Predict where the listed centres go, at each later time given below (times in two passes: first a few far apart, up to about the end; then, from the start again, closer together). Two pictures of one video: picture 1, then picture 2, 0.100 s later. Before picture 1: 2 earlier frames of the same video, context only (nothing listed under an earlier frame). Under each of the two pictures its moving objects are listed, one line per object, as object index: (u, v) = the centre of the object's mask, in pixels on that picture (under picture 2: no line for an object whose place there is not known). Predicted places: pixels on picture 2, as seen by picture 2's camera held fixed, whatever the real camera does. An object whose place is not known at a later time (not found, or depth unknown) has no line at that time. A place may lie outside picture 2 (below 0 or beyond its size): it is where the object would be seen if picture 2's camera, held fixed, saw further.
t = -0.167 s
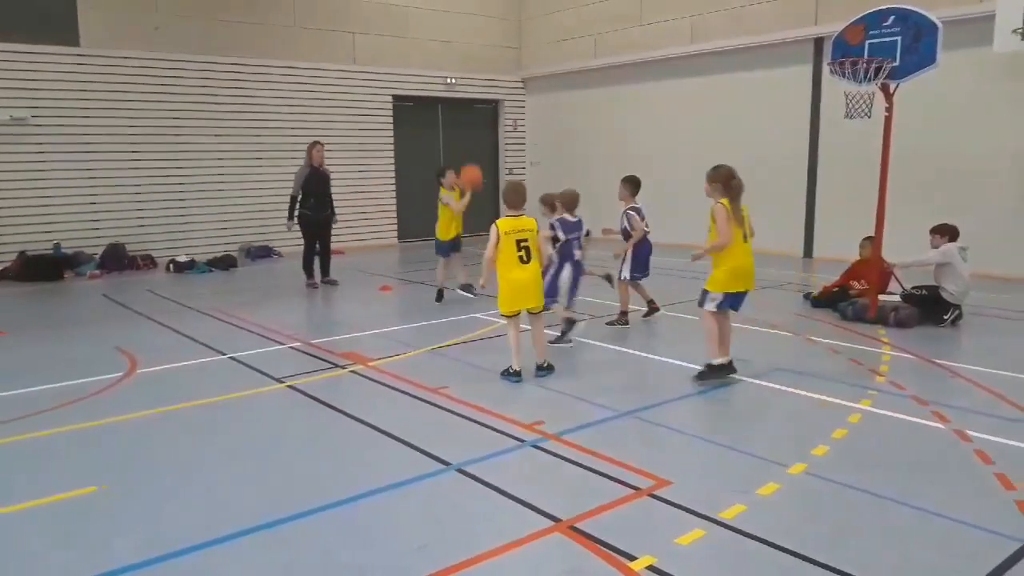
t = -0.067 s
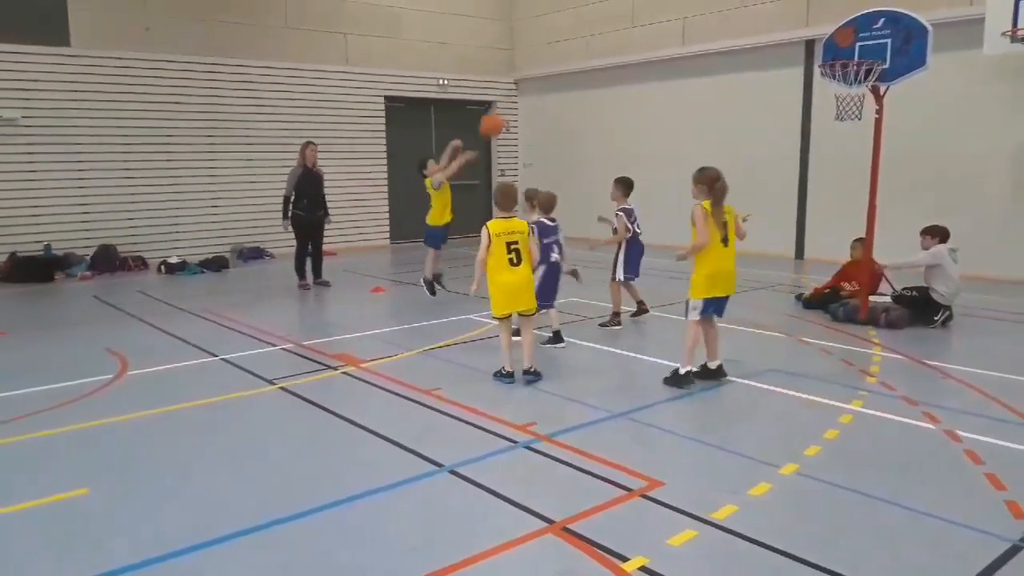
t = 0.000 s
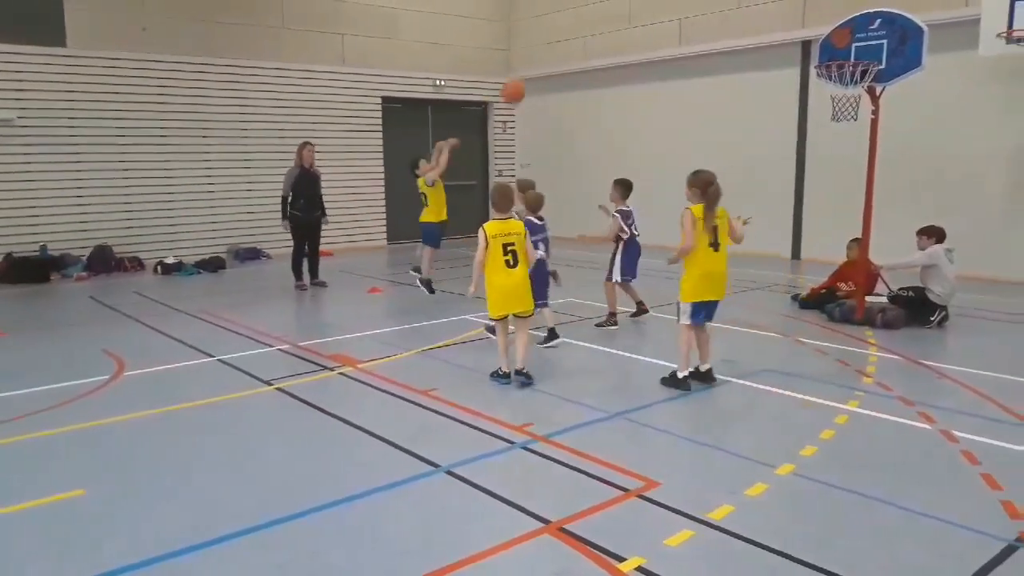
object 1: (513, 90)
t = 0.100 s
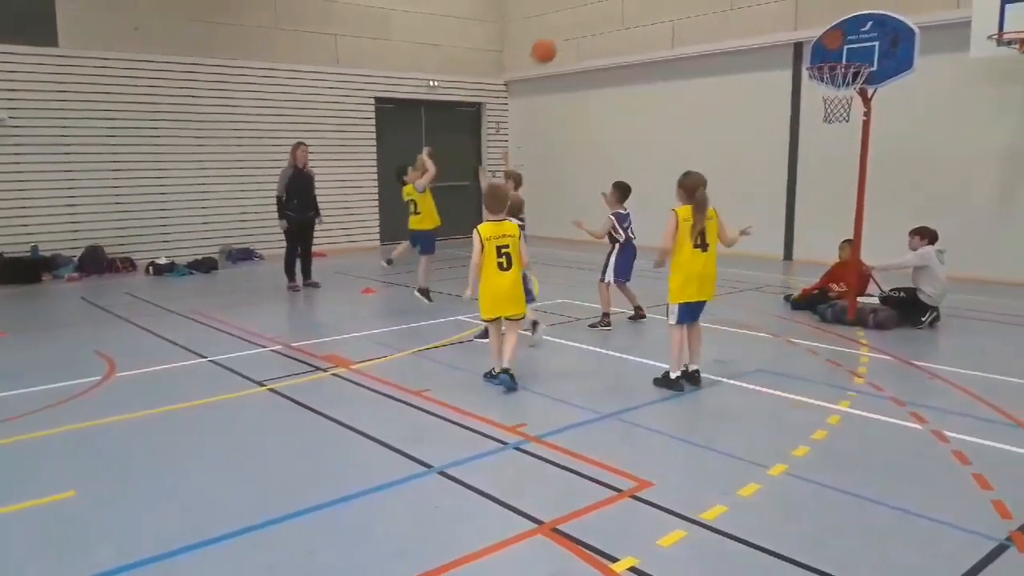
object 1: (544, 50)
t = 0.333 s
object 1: (633, 3)
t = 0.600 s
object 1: (740, 7)
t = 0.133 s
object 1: (556, 38)
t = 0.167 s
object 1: (569, 28)
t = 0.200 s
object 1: (581, 18)
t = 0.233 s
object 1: (594, 11)
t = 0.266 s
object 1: (607, 7)
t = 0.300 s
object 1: (620, 4)
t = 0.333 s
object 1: (633, 3)
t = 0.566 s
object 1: (726, 5)
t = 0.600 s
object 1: (740, 7)
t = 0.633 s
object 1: (753, 12)
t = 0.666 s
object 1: (767, 21)
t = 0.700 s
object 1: (780, 30)
